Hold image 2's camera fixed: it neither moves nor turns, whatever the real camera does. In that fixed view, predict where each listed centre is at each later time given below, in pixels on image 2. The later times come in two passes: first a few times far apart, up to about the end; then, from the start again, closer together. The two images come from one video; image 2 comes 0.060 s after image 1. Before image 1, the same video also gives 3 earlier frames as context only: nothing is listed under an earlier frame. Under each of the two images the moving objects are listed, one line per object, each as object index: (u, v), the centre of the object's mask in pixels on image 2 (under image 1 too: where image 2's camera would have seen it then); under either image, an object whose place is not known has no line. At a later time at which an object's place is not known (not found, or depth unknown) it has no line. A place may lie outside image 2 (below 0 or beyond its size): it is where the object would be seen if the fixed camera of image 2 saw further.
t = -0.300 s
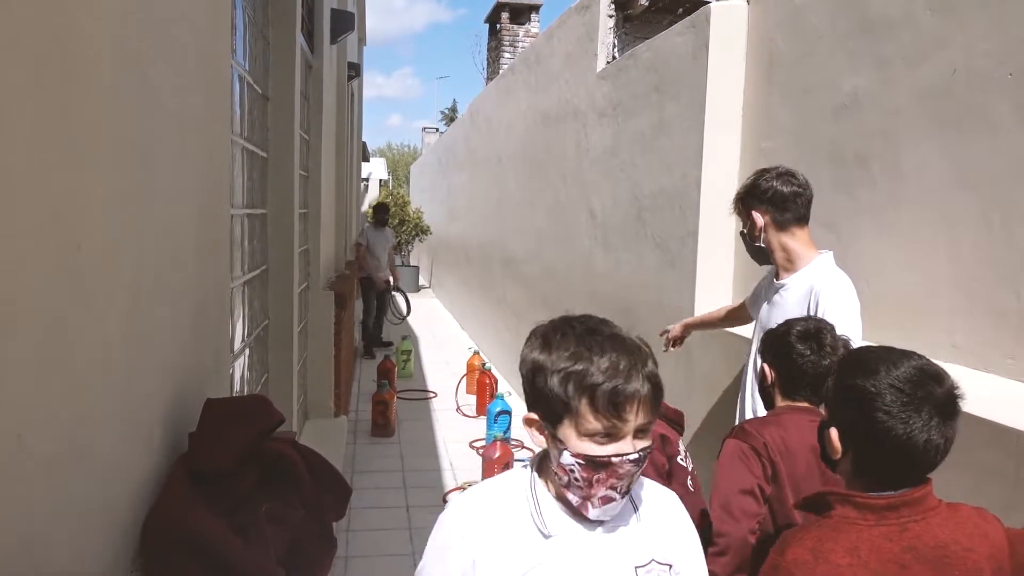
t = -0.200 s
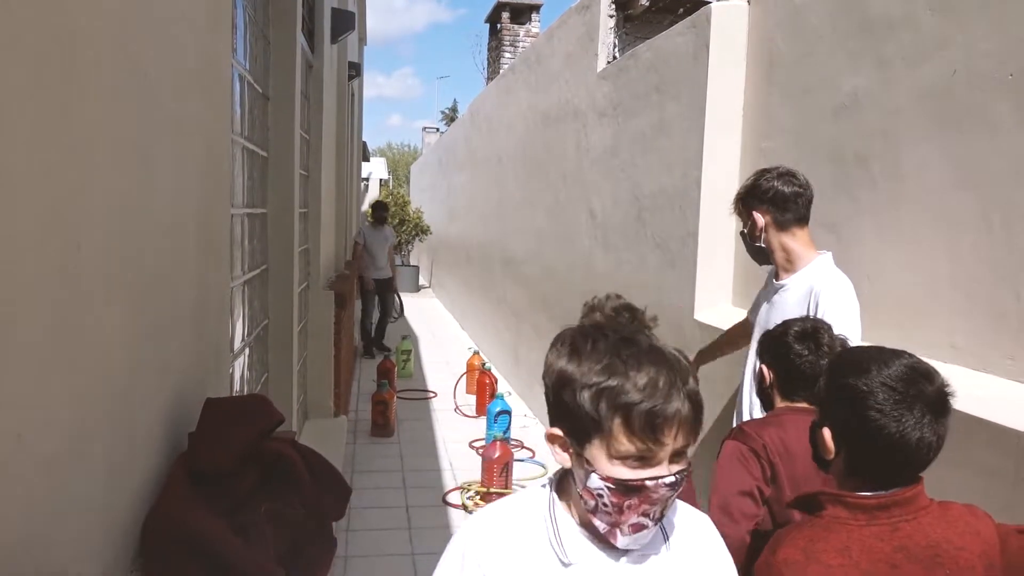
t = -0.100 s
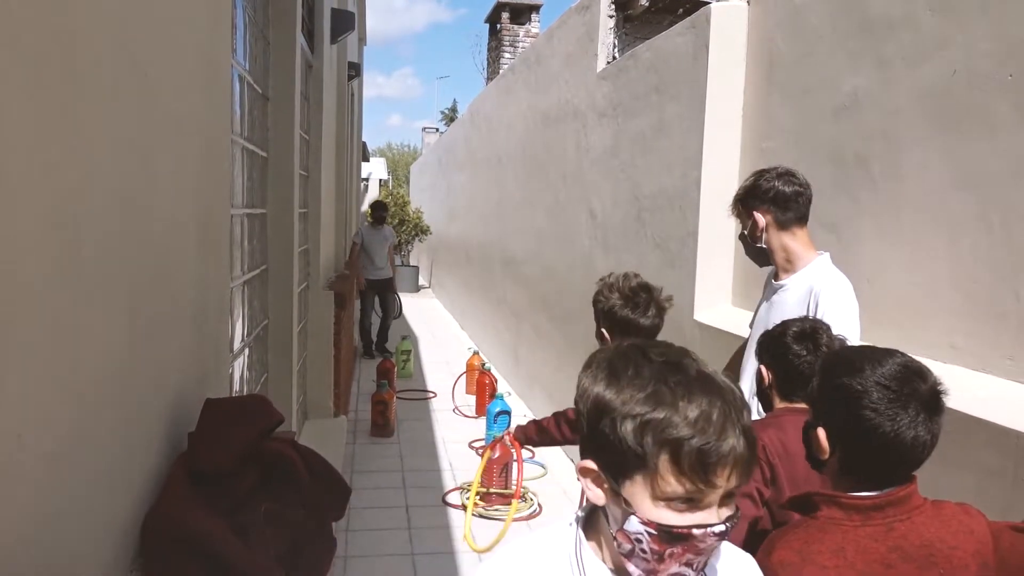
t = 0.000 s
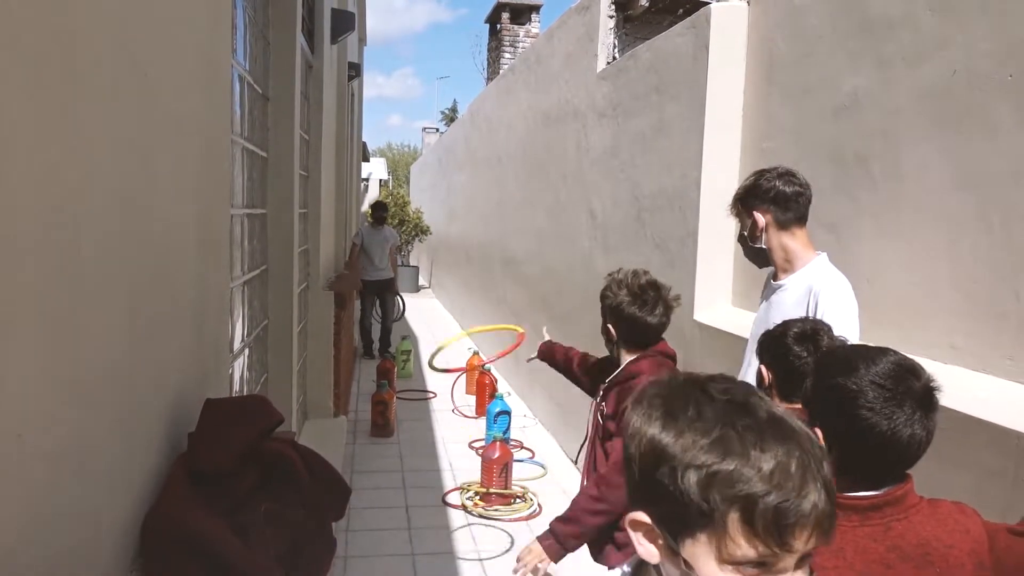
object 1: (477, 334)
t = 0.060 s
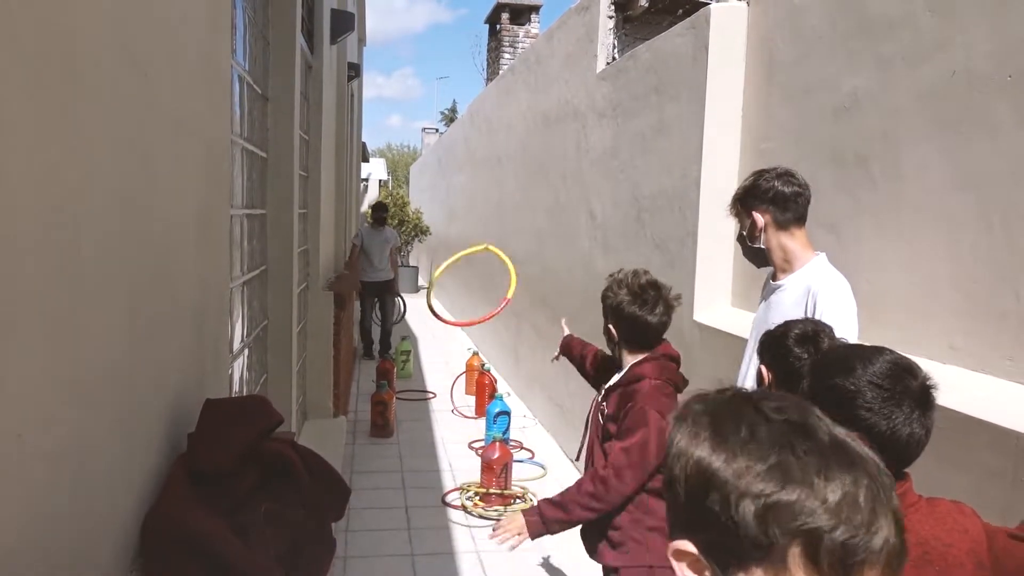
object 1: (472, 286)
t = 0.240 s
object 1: (465, 186)
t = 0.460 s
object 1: (453, 180)
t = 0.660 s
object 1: (443, 234)
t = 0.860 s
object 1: (433, 322)
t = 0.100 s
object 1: (470, 253)
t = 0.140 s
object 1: (468, 227)
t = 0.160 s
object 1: (467, 216)
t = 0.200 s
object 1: (466, 199)
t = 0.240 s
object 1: (465, 186)
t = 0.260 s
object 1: (464, 182)
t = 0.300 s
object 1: (462, 176)
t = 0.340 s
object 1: (461, 172)
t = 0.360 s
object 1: (460, 172)
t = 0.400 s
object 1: (458, 173)
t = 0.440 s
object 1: (455, 177)
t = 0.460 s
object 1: (453, 180)
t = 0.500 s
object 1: (451, 188)
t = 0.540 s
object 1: (449, 198)
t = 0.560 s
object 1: (448, 203)
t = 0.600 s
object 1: (446, 214)
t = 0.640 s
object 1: (444, 227)
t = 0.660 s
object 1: (443, 234)
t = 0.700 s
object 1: (442, 249)
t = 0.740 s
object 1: (440, 265)
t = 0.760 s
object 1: (440, 274)
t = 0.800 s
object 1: (437, 293)
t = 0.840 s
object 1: (434, 312)
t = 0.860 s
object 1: (433, 322)
